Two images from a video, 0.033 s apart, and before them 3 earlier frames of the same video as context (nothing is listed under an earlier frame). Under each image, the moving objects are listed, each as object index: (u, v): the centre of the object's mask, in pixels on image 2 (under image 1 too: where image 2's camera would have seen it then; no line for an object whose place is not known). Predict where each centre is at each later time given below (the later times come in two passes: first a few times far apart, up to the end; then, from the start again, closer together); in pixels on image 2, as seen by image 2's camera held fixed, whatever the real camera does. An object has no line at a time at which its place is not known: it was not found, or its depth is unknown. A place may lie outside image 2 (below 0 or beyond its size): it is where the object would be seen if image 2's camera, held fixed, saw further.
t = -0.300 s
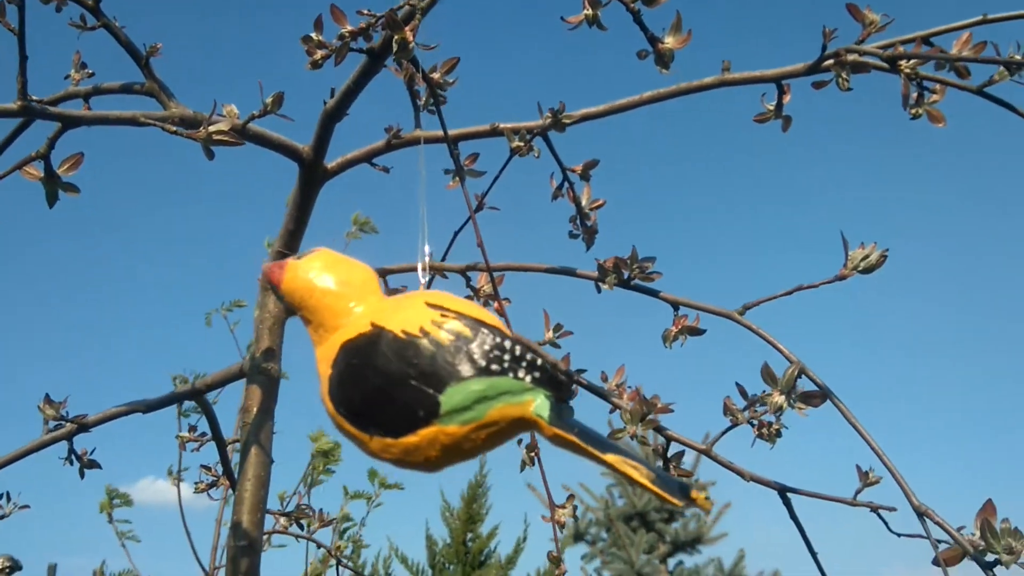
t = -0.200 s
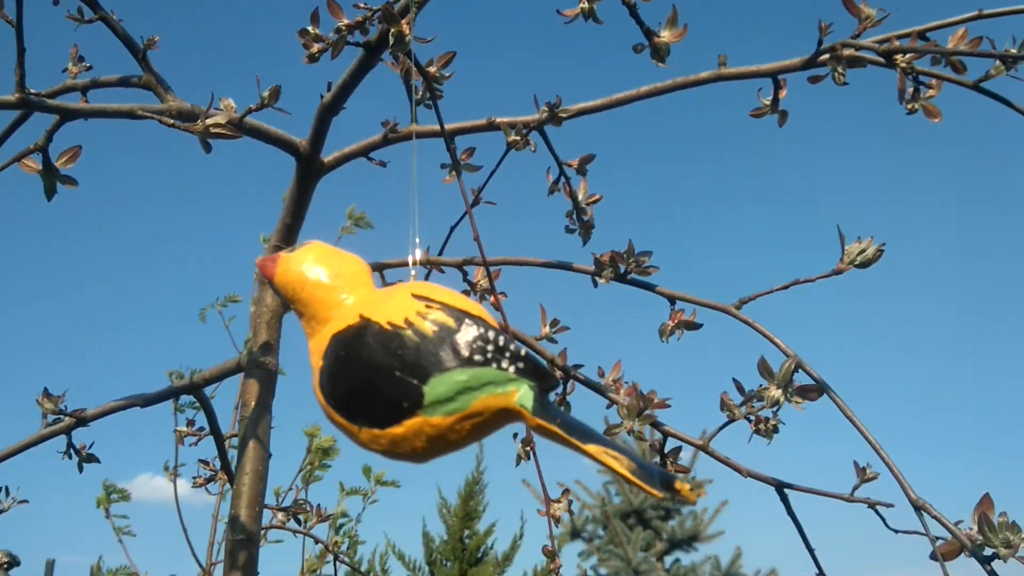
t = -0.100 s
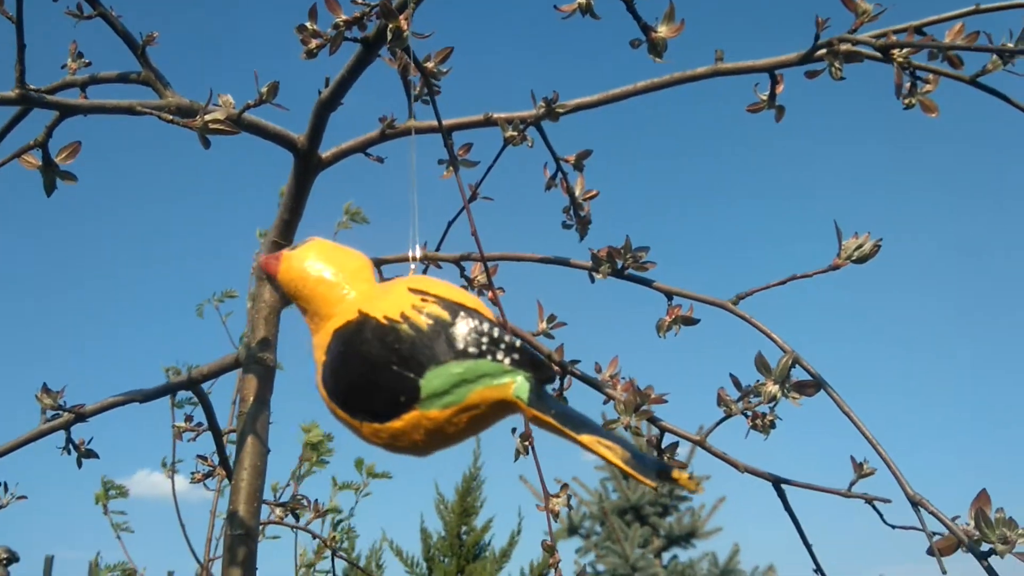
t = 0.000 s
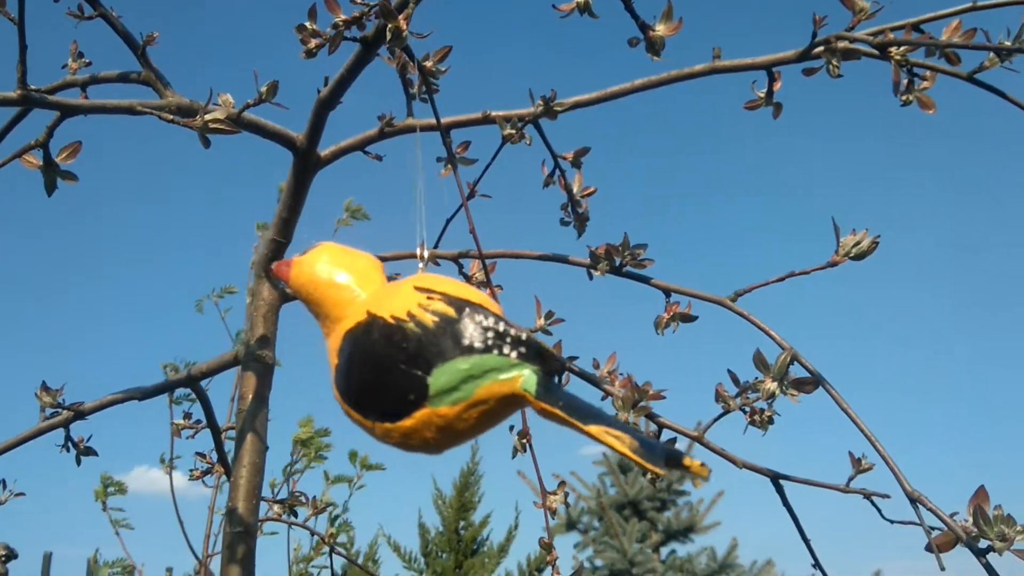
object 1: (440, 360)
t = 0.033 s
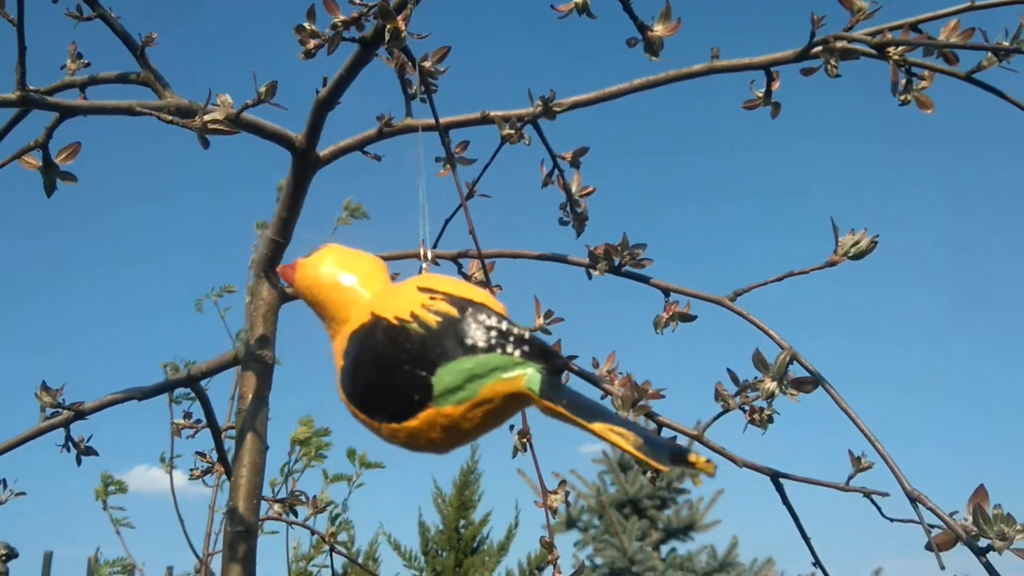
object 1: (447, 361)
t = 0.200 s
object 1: (480, 356)
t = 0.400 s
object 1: (484, 365)
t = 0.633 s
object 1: (443, 382)
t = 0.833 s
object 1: (436, 380)
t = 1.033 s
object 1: (466, 380)
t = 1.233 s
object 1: (489, 387)
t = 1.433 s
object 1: (465, 393)
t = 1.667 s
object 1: (428, 398)
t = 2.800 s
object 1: (442, 401)
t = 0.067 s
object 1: (455, 361)
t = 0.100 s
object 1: (461, 359)
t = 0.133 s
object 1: (469, 358)
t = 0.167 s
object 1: (475, 357)
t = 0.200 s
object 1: (480, 356)
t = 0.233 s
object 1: (484, 356)
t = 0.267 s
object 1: (485, 356)
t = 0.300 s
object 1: (487, 358)
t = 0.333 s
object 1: (488, 360)
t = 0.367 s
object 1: (486, 363)
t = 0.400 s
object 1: (484, 365)
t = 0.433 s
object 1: (480, 368)
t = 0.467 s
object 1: (473, 370)
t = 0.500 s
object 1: (467, 372)
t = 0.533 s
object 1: (461, 375)
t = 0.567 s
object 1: (455, 378)
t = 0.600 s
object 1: (449, 380)
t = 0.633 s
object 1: (443, 382)
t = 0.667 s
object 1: (438, 383)
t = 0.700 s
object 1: (435, 383)
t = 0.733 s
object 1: (433, 382)
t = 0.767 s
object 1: (431, 381)
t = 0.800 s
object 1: (433, 381)
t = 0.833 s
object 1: (436, 380)
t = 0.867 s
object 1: (438, 380)
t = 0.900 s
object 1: (443, 378)
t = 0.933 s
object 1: (448, 378)
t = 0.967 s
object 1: (454, 379)
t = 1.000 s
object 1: (460, 379)
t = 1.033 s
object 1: (466, 380)
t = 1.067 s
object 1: (472, 381)
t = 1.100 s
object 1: (478, 382)
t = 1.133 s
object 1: (483, 383)
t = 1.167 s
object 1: (486, 384)
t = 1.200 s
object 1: (487, 386)
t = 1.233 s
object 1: (489, 387)
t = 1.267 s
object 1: (487, 387)
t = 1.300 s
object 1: (484, 388)
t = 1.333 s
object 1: (481, 389)
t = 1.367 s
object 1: (477, 390)
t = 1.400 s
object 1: (471, 391)
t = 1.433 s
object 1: (465, 393)
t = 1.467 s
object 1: (458, 394)
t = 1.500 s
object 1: (452, 395)
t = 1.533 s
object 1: (446, 396)
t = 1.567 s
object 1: (439, 396)
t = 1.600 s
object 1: (434, 396)
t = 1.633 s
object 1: (430, 397)
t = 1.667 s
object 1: (428, 398)
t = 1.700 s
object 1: (428, 399)
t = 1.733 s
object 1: (429, 400)
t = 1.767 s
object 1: (431, 400)
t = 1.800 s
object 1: (435, 400)
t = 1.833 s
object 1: (441, 400)
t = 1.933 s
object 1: (463, 400)
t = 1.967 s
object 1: (470, 400)
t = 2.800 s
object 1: (442, 401)
